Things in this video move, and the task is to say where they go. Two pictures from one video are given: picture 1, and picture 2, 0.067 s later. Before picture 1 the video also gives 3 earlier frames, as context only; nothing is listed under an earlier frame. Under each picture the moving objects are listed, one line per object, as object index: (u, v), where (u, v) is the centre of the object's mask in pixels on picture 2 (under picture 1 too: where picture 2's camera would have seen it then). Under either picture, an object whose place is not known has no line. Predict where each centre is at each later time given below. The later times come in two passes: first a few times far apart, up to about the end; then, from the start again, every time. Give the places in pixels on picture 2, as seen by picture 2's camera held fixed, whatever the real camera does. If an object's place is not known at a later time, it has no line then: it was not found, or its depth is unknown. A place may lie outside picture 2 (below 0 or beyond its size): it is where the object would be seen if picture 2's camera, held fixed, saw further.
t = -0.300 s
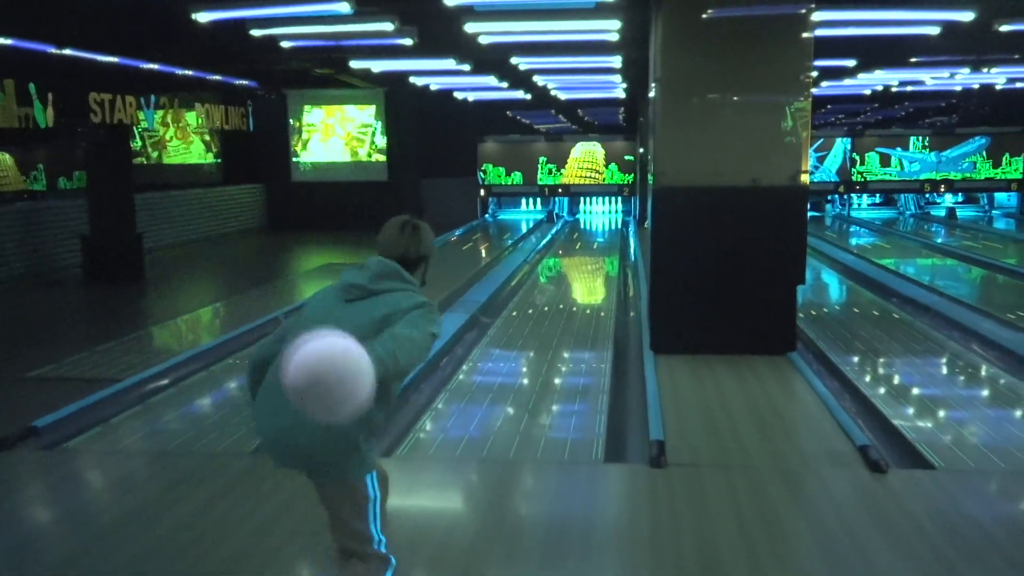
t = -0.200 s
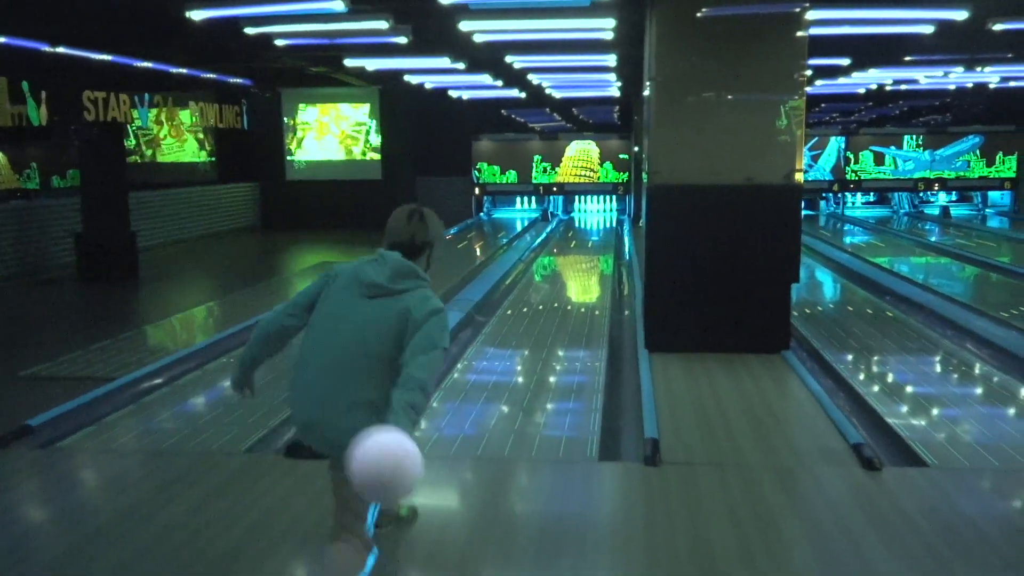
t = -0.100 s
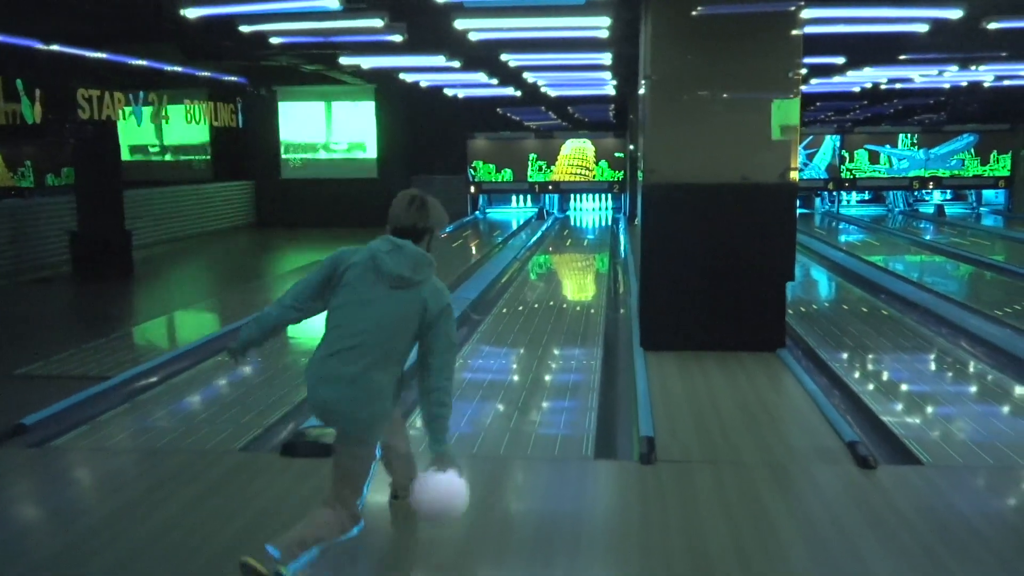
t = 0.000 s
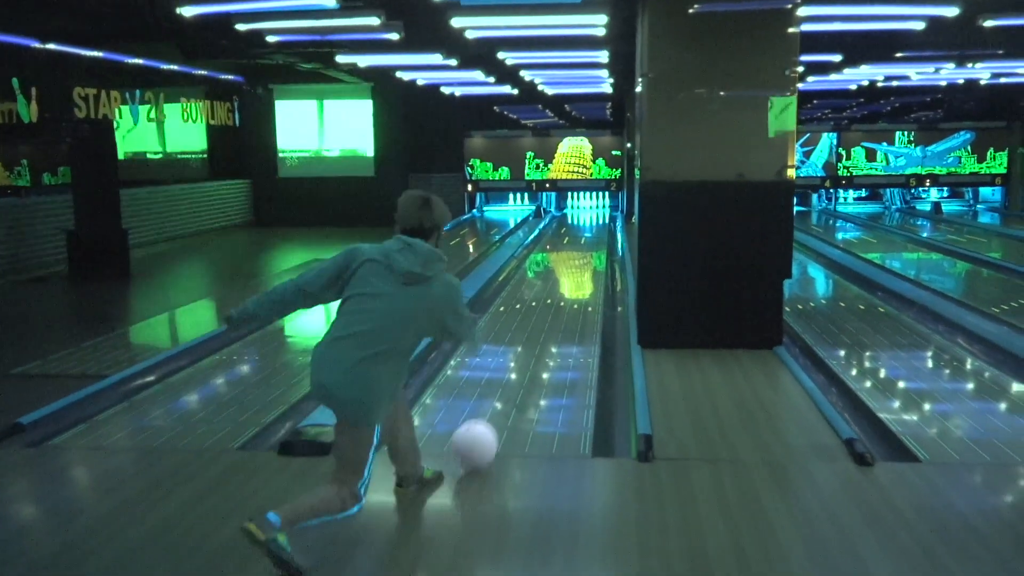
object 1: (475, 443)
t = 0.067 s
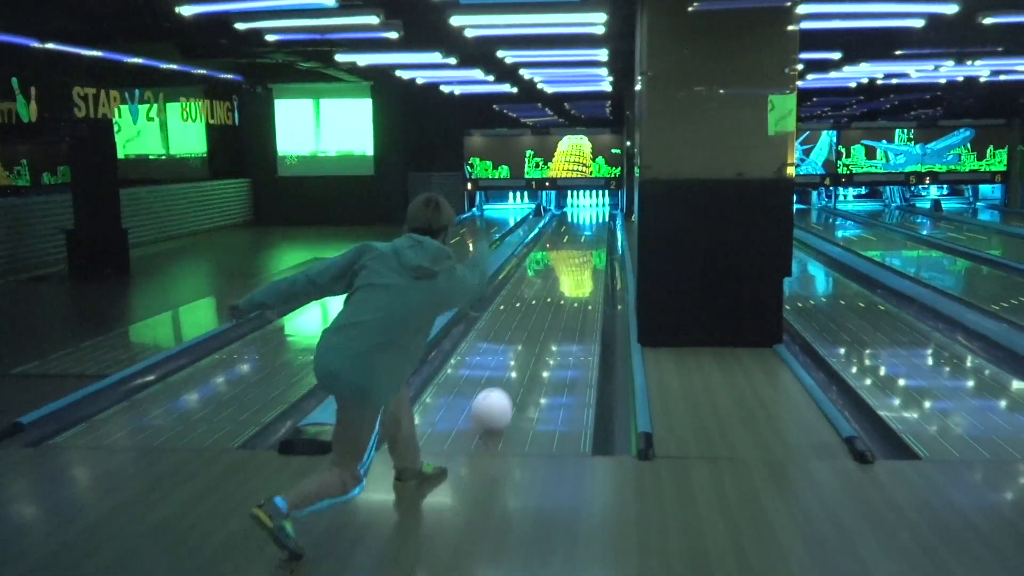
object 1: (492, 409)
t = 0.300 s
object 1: (528, 334)
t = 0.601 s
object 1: (552, 283)
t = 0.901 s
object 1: (566, 254)
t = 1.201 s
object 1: (573, 235)
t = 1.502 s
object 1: (579, 221)
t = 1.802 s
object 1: (589, 217)
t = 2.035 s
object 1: (595, 207)
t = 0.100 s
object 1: (499, 396)
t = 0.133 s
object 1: (505, 383)
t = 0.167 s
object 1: (511, 371)
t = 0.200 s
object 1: (516, 361)
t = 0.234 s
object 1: (520, 351)
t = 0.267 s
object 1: (525, 342)
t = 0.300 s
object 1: (528, 334)
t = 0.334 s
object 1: (532, 327)
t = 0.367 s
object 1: (535, 319)
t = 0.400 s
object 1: (538, 313)
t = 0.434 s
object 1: (540, 307)
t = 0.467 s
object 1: (544, 302)
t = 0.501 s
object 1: (546, 297)
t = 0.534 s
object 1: (549, 292)
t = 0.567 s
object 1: (550, 288)
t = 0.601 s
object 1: (552, 283)
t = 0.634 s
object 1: (554, 280)
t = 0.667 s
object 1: (556, 276)
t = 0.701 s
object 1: (557, 272)
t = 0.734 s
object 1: (559, 269)
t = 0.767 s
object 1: (561, 266)
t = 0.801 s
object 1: (562, 262)
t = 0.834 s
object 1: (563, 260)
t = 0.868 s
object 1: (564, 257)
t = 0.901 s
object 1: (566, 254)
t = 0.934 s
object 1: (567, 252)
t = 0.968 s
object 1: (568, 249)
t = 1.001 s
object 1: (569, 247)
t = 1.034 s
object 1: (570, 245)
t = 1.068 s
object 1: (570, 243)
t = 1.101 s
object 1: (571, 241)
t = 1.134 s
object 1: (572, 239)
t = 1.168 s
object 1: (572, 237)
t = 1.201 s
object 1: (573, 235)
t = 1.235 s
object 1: (574, 234)
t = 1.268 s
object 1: (575, 233)
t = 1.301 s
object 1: (576, 231)
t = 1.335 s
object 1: (576, 230)
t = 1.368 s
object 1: (577, 229)
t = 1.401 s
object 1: (578, 226)
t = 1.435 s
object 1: (578, 224)
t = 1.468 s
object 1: (579, 222)
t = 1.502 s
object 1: (579, 221)
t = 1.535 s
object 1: (580, 220)
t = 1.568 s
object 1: (580, 218)
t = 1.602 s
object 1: (582, 219)
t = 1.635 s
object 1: (583, 217)
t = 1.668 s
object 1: (585, 218)
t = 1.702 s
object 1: (586, 217)
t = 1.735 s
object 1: (588, 217)
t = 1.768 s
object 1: (589, 218)
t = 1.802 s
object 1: (589, 217)
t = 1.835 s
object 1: (589, 216)
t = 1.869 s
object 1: (590, 215)
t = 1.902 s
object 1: (591, 214)
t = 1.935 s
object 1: (591, 212)
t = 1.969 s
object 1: (592, 211)
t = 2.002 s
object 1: (593, 209)
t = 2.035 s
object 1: (595, 207)
